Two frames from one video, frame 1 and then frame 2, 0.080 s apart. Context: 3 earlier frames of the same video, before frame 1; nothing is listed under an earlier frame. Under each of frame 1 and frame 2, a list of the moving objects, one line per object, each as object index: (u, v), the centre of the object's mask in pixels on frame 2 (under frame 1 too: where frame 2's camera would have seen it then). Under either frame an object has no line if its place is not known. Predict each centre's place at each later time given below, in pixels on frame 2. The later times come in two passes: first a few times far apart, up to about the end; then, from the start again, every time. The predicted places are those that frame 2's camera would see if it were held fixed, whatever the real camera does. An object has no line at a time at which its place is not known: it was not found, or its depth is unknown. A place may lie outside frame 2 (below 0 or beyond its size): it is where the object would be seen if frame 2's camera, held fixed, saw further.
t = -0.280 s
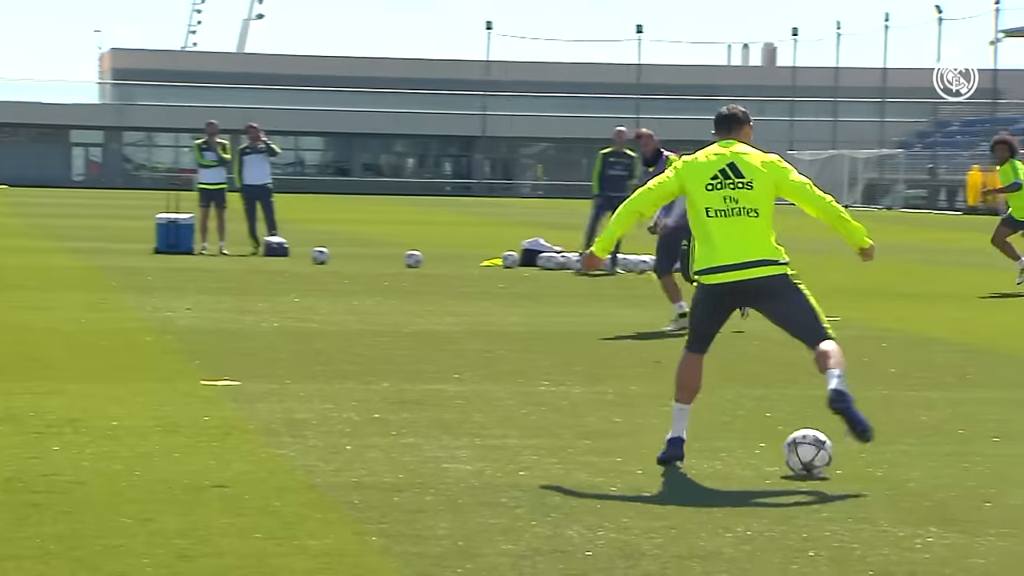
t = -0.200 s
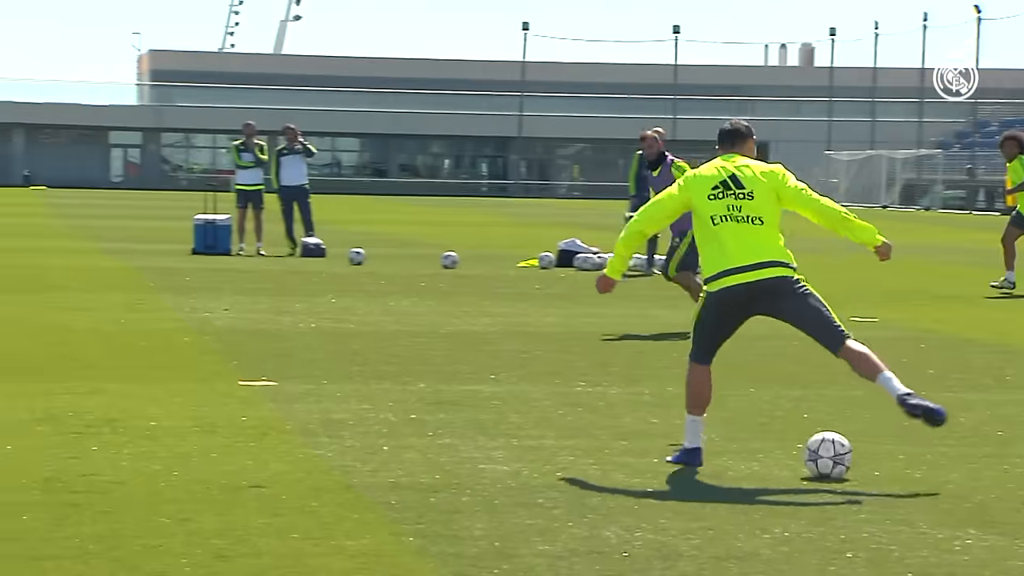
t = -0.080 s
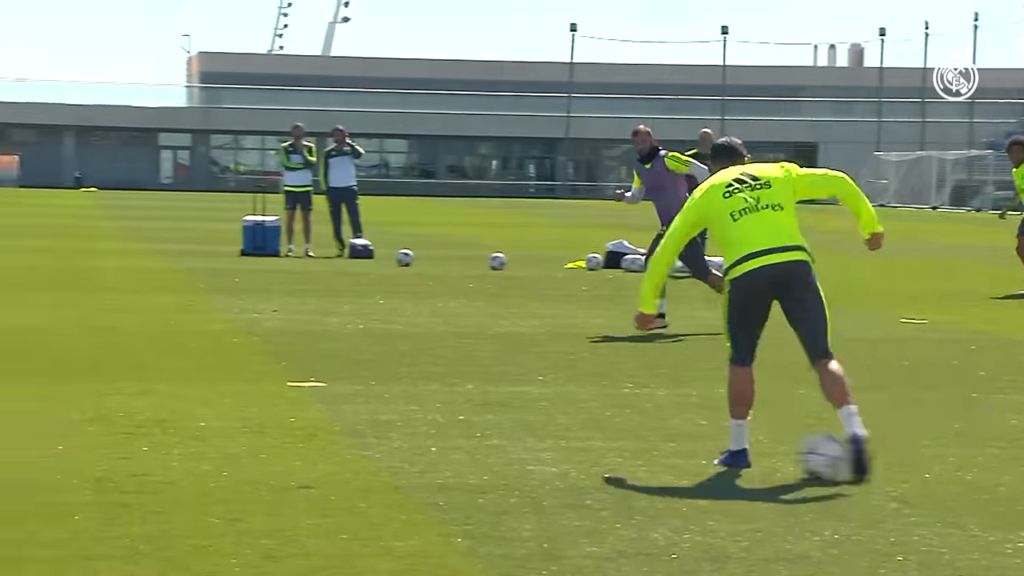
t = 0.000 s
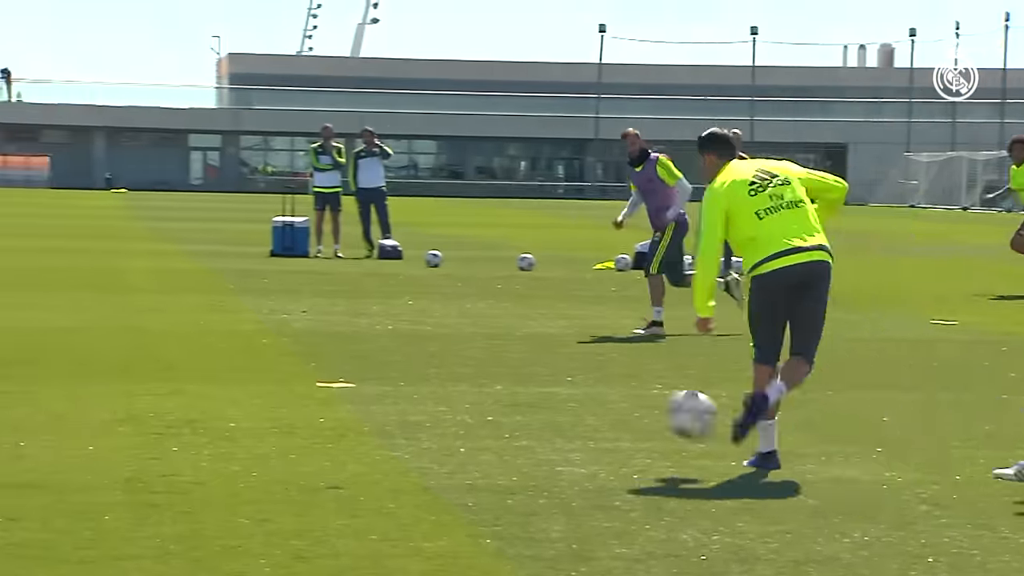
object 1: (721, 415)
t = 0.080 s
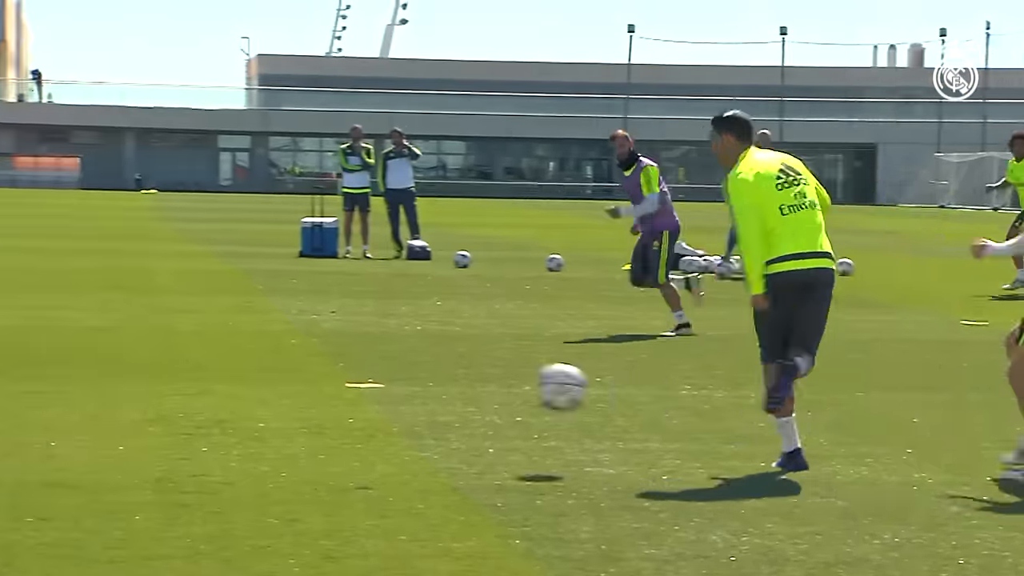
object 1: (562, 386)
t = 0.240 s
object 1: (246, 377)
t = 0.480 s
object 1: (-229, 424)
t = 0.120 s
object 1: (482, 378)
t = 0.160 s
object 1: (403, 374)
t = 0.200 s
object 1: (325, 373)
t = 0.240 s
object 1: (246, 377)
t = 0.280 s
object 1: (167, 384)
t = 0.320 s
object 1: (87, 395)
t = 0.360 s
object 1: (6, 410)
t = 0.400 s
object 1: (-77, 430)
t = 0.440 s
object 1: (-156, 436)
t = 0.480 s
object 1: (-229, 424)
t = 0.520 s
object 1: (-304, 416)
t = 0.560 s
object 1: (-381, 412)
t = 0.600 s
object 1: (-460, 412)
